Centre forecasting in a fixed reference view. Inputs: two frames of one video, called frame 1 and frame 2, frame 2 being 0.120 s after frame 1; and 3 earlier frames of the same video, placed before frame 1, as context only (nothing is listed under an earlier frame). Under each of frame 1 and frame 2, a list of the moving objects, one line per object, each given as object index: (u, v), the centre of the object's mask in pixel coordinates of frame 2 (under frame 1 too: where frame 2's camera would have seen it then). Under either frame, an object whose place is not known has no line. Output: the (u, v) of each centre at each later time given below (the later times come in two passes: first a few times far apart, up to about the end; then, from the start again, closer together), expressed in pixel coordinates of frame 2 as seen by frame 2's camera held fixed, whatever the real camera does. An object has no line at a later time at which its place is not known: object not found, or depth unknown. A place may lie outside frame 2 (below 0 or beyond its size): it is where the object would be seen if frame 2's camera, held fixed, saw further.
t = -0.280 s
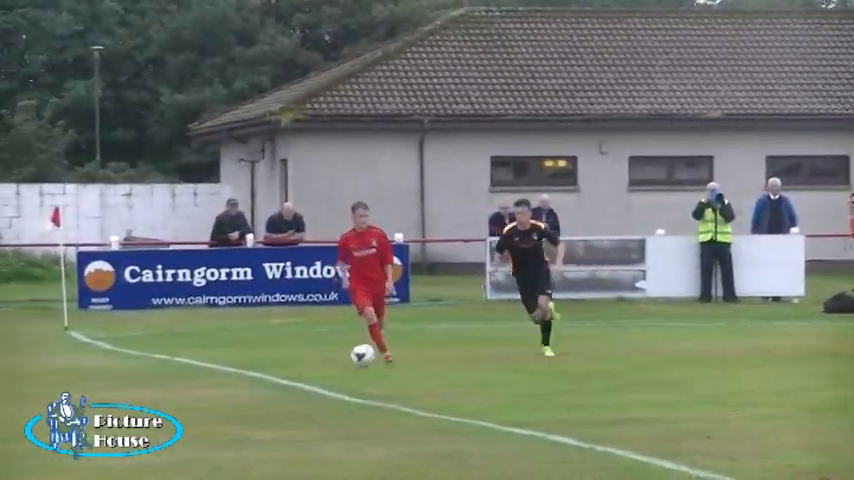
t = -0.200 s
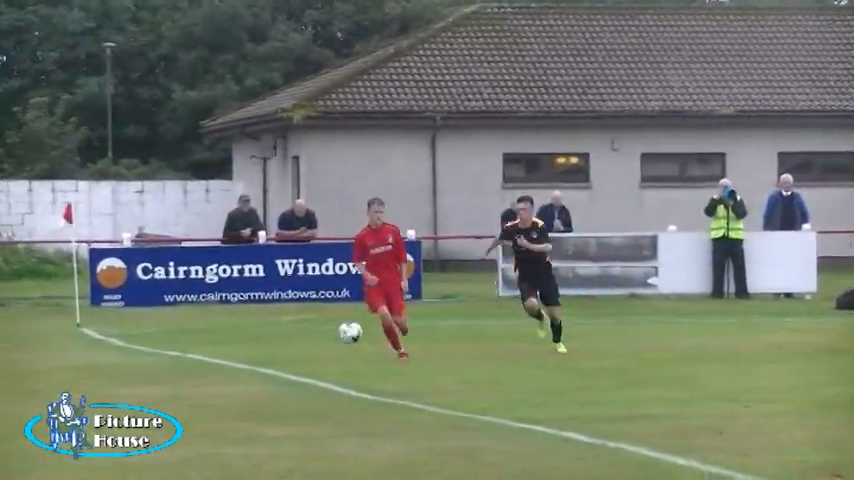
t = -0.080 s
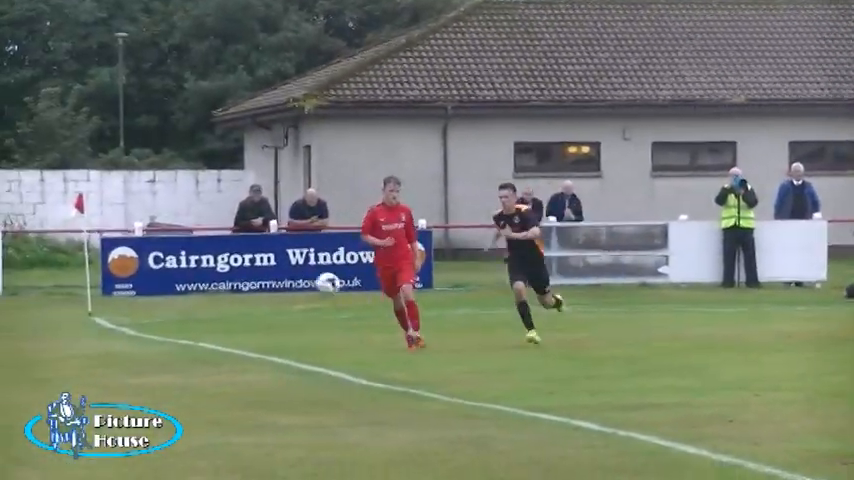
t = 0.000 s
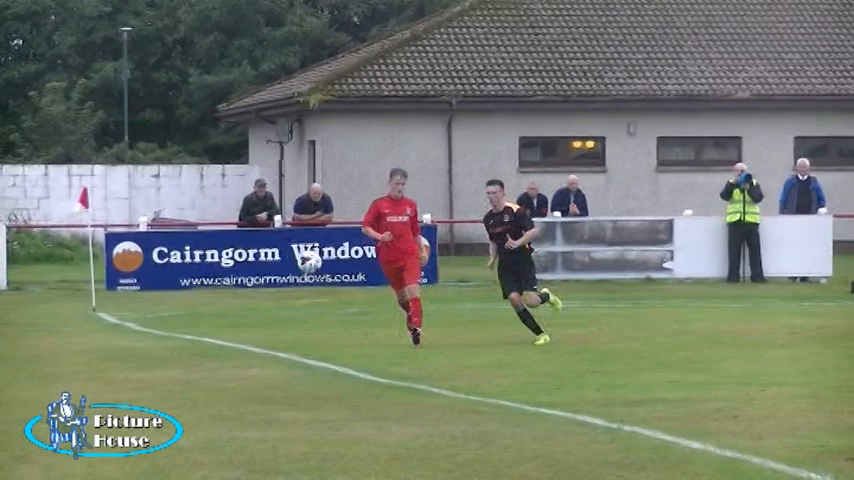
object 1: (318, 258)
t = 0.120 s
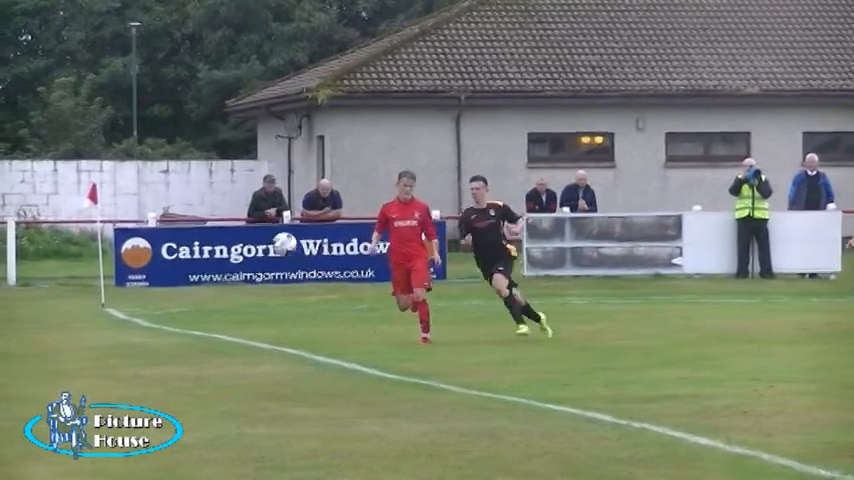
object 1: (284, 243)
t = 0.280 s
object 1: (238, 249)
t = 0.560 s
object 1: (152, 326)
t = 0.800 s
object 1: (119, 309)
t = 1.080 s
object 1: (95, 314)
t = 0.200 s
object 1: (261, 243)
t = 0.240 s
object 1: (249, 245)
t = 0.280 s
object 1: (238, 249)
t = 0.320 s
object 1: (225, 254)
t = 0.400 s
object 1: (202, 271)
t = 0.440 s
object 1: (190, 281)
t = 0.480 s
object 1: (177, 295)
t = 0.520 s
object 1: (164, 309)
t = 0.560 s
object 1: (152, 326)
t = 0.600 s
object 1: (138, 344)
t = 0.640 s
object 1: (131, 346)
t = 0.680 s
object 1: (128, 335)
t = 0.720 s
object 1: (125, 324)
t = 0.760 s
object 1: (123, 315)
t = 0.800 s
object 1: (119, 309)
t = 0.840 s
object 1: (115, 305)
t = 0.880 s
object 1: (113, 302)
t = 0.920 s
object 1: (109, 301)
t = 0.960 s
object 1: (106, 302)
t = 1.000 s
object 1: (102, 304)
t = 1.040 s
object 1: (99, 308)
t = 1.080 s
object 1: (95, 314)
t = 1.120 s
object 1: (92, 323)
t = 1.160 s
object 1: (89, 333)
